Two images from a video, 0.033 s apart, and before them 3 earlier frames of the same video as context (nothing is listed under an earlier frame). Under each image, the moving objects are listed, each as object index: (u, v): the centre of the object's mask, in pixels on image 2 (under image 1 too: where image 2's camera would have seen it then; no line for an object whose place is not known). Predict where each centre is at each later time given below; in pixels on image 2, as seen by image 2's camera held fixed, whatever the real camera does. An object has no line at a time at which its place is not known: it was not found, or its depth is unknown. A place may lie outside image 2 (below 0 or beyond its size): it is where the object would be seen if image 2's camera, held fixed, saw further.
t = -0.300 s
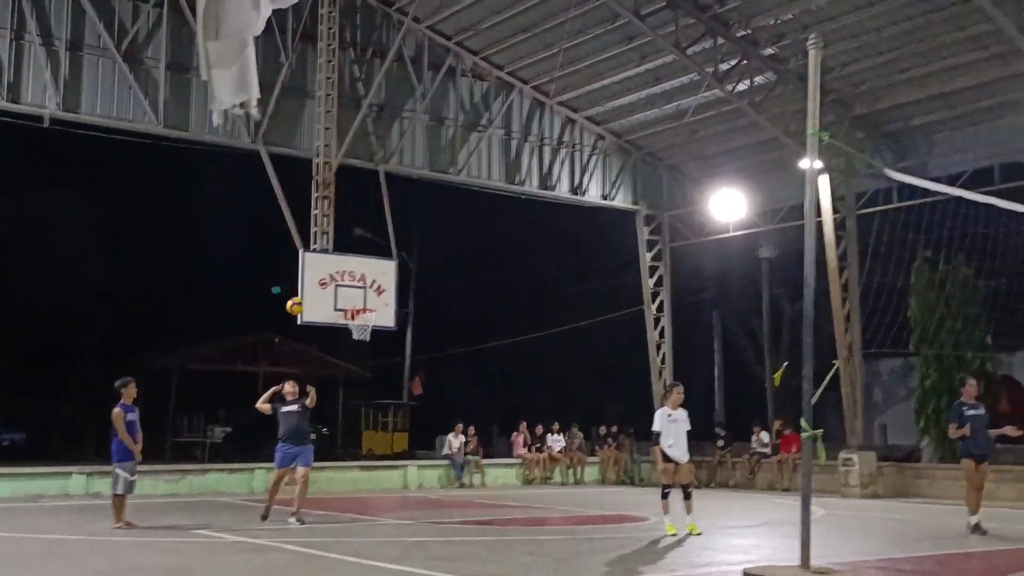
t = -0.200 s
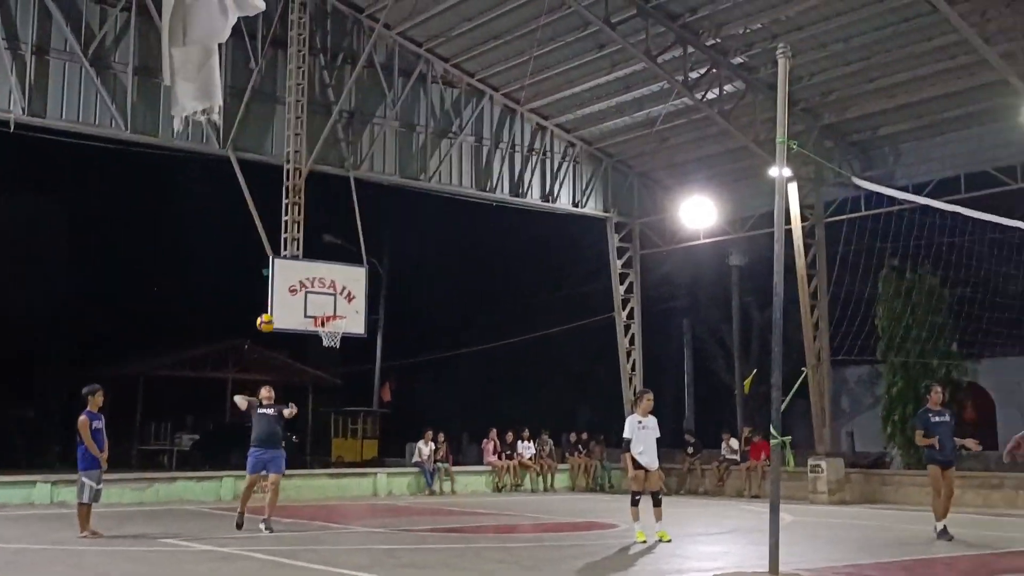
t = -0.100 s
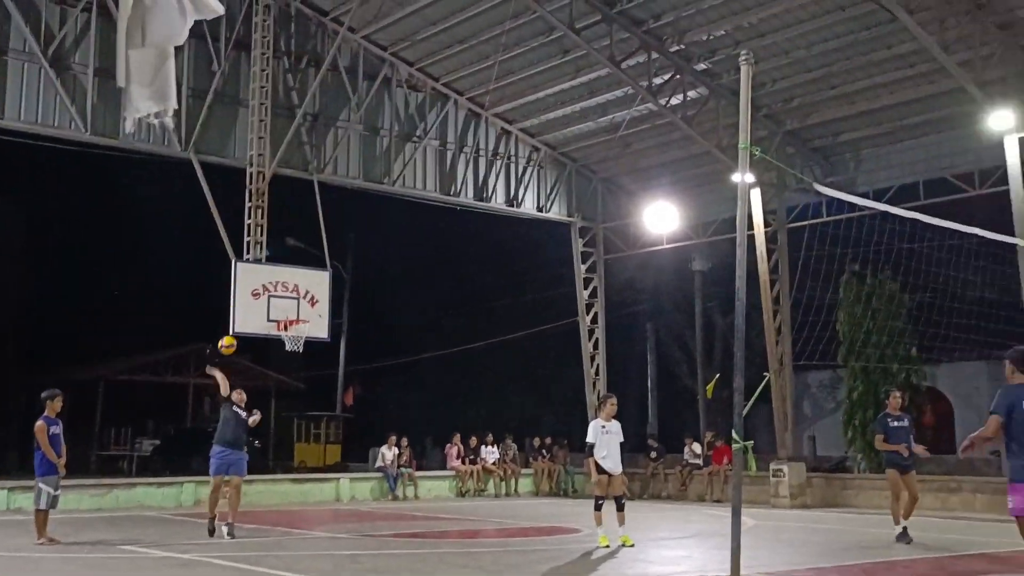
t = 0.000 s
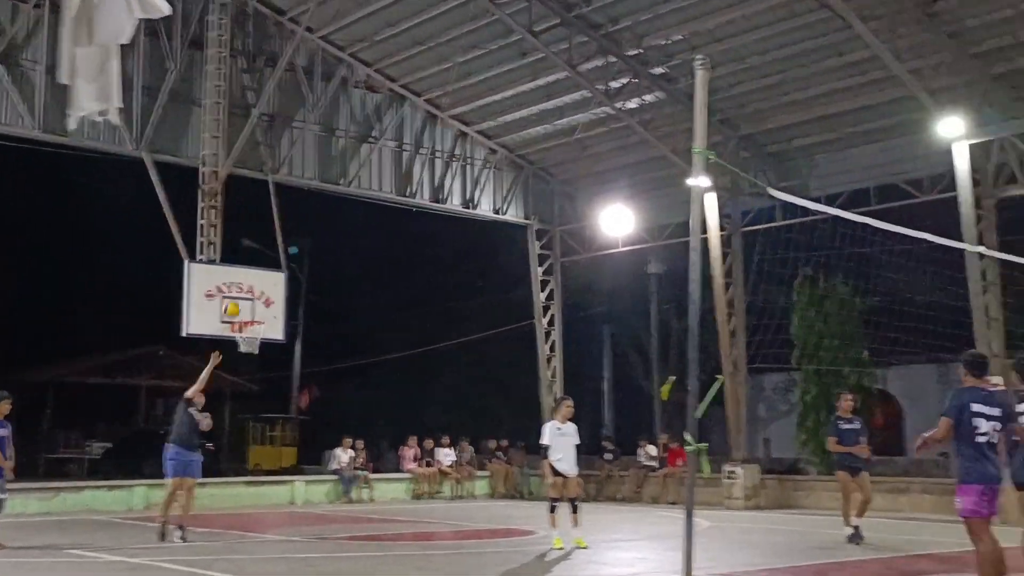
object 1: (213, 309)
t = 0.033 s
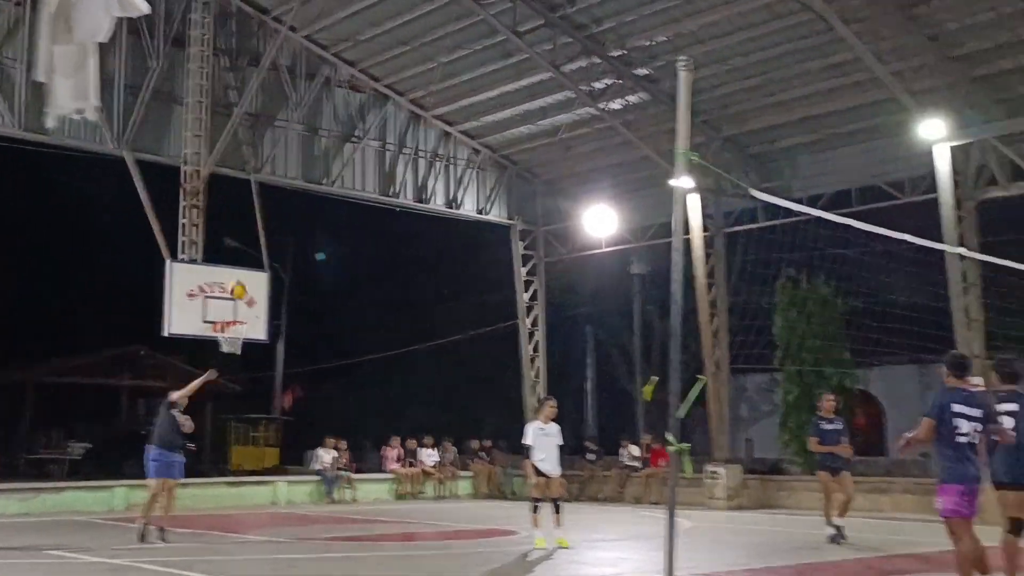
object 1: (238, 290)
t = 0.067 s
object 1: (263, 269)
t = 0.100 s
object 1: (287, 252)
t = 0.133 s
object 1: (313, 233)
